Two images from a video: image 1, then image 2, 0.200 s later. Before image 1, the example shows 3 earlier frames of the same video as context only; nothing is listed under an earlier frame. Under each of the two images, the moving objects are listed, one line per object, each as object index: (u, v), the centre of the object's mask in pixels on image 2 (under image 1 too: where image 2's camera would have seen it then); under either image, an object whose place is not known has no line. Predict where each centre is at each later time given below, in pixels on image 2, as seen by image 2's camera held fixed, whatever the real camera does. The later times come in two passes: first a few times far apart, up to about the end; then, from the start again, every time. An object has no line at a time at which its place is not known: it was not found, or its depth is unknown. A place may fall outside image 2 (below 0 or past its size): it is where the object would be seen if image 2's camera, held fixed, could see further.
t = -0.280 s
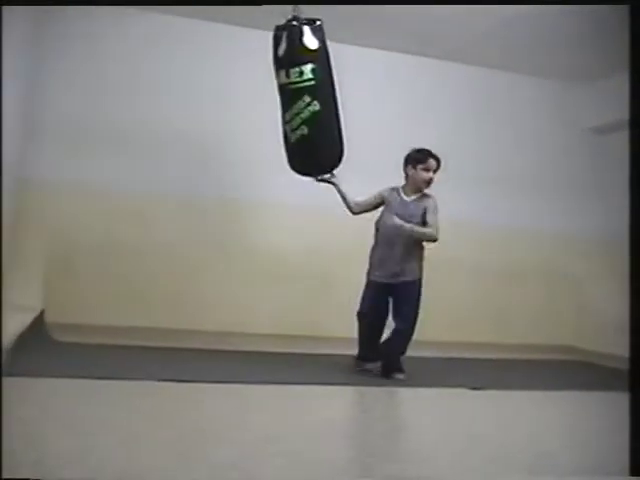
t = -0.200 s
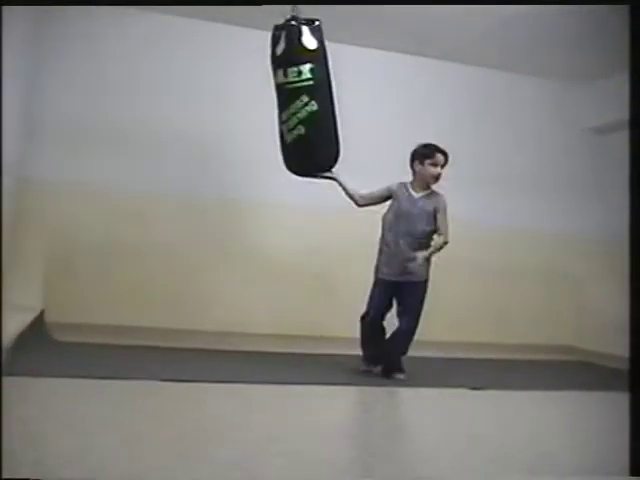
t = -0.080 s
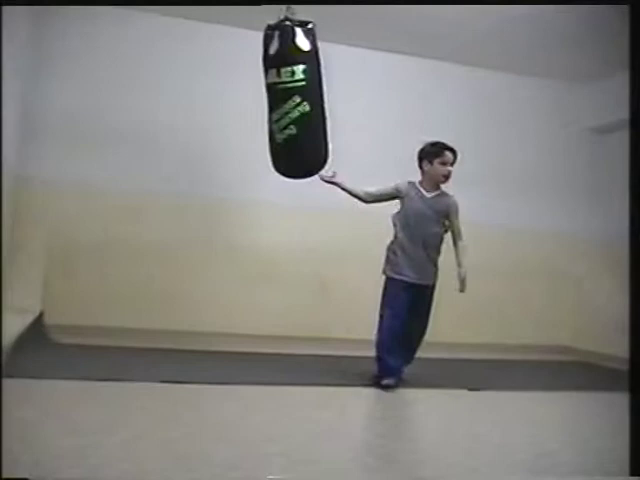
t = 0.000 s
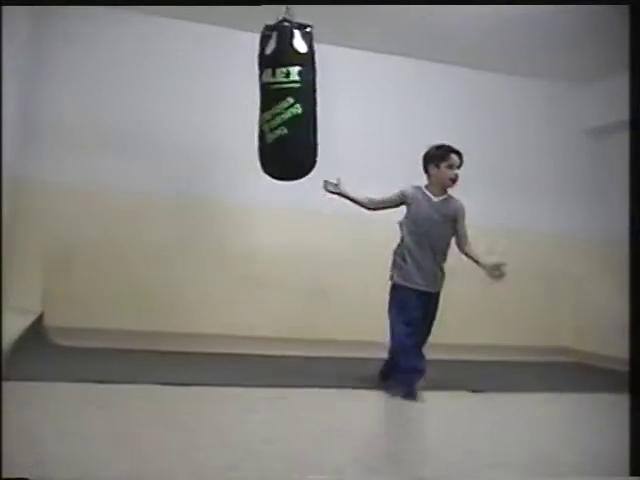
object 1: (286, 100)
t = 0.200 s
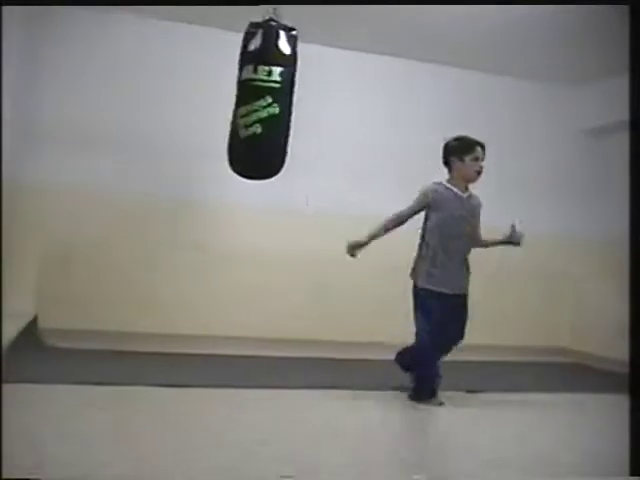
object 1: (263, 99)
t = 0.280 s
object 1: (257, 98)
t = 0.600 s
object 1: (243, 94)
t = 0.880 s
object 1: (255, 97)
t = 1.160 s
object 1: (281, 102)
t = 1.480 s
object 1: (303, 98)
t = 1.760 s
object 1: (299, 97)
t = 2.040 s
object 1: (278, 96)
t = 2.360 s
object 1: (253, 91)
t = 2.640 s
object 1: (253, 91)
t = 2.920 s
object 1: (268, 96)
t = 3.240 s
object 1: (292, 100)
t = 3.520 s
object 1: (297, 100)
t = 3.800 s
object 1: (282, 101)
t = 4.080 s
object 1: (260, 99)
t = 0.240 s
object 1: (260, 98)
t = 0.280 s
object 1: (257, 98)
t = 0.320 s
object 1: (254, 97)
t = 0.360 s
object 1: (250, 97)
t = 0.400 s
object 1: (248, 96)
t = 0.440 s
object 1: (247, 95)
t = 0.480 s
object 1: (244, 95)
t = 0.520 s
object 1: (243, 95)
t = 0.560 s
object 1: (243, 94)
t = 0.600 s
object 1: (243, 94)
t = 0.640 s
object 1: (245, 94)
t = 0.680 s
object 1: (245, 94)
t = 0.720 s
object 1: (246, 95)
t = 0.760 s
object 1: (248, 95)
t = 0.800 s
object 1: (250, 96)
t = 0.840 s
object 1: (252, 97)
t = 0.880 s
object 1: (255, 97)
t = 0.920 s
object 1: (258, 98)
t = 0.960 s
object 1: (262, 100)
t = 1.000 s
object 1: (266, 100)
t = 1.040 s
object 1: (269, 101)
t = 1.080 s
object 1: (273, 102)
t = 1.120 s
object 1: (277, 102)
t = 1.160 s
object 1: (281, 102)
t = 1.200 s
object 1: (284, 102)
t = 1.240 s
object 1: (288, 102)
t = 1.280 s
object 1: (292, 101)
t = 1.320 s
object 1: (295, 101)
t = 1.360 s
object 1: (296, 100)
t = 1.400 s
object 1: (299, 99)
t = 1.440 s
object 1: (301, 99)
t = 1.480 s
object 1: (303, 98)
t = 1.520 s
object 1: (304, 98)
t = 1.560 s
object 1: (304, 98)
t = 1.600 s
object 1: (304, 97)
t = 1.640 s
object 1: (304, 97)
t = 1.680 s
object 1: (303, 98)
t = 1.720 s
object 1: (302, 97)
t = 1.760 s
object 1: (299, 97)
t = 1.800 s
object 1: (297, 97)
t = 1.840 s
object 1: (294, 97)
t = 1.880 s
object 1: (290, 97)
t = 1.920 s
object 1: (287, 97)
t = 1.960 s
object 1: (285, 97)
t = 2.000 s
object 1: (281, 96)
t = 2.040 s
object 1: (278, 96)
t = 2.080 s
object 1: (274, 96)
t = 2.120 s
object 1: (271, 95)
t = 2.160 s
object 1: (267, 95)
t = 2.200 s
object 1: (264, 94)
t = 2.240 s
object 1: (260, 93)
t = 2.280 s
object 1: (257, 92)
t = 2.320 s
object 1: (255, 92)
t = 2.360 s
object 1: (253, 91)
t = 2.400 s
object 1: (251, 91)
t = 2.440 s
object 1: (251, 91)
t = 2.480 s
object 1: (250, 91)
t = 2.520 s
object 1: (250, 90)
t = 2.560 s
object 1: (250, 90)
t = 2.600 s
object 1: (251, 90)
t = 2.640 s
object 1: (253, 91)
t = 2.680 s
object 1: (254, 91)
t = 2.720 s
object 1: (256, 92)
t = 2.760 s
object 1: (258, 92)
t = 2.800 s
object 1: (261, 93)
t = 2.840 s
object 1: (264, 94)
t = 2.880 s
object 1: (267, 95)
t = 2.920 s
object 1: (268, 96)
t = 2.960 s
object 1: (271, 96)
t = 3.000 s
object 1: (275, 97)
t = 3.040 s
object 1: (278, 98)
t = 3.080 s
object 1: (280, 98)
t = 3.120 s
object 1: (283, 99)
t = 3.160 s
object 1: (286, 99)
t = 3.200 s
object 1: (290, 99)
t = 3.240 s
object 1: (292, 100)
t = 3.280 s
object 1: (294, 100)
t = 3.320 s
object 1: (296, 100)
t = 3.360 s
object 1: (297, 100)
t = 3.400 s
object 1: (298, 100)
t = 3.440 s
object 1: (298, 100)
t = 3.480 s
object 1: (298, 100)
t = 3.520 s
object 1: (297, 100)
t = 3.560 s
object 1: (294, 100)
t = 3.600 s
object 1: (294, 100)
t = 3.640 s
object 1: (294, 101)
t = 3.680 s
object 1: (290, 101)
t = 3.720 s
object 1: (286, 101)
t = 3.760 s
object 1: (285, 101)
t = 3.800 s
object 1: (282, 101)
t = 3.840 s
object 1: (278, 102)
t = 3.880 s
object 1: (273, 102)
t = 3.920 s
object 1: (270, 102)
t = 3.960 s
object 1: (267, 101)
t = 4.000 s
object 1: (265, 100)
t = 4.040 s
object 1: (263, 100)
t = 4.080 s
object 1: (260, 99)
